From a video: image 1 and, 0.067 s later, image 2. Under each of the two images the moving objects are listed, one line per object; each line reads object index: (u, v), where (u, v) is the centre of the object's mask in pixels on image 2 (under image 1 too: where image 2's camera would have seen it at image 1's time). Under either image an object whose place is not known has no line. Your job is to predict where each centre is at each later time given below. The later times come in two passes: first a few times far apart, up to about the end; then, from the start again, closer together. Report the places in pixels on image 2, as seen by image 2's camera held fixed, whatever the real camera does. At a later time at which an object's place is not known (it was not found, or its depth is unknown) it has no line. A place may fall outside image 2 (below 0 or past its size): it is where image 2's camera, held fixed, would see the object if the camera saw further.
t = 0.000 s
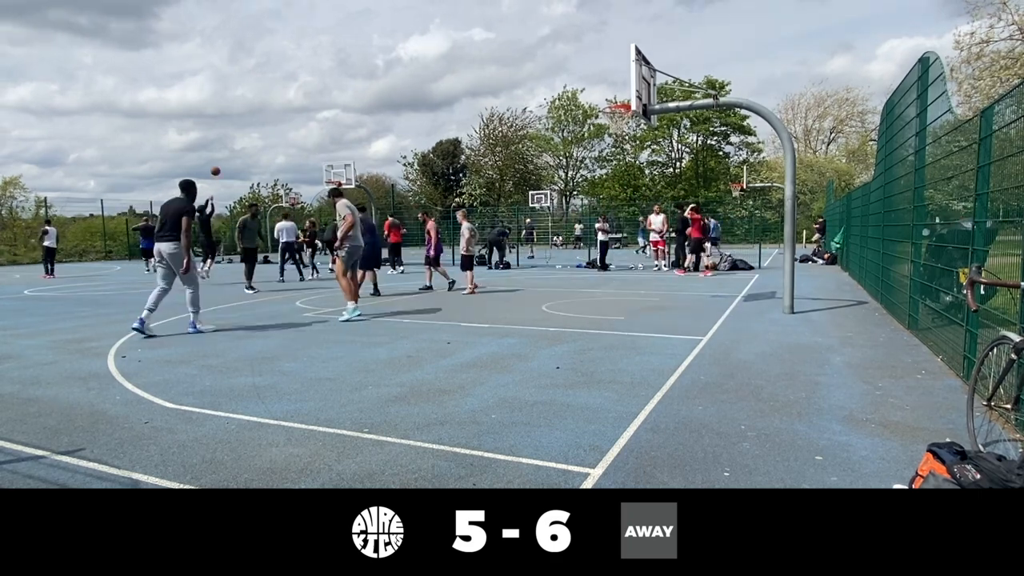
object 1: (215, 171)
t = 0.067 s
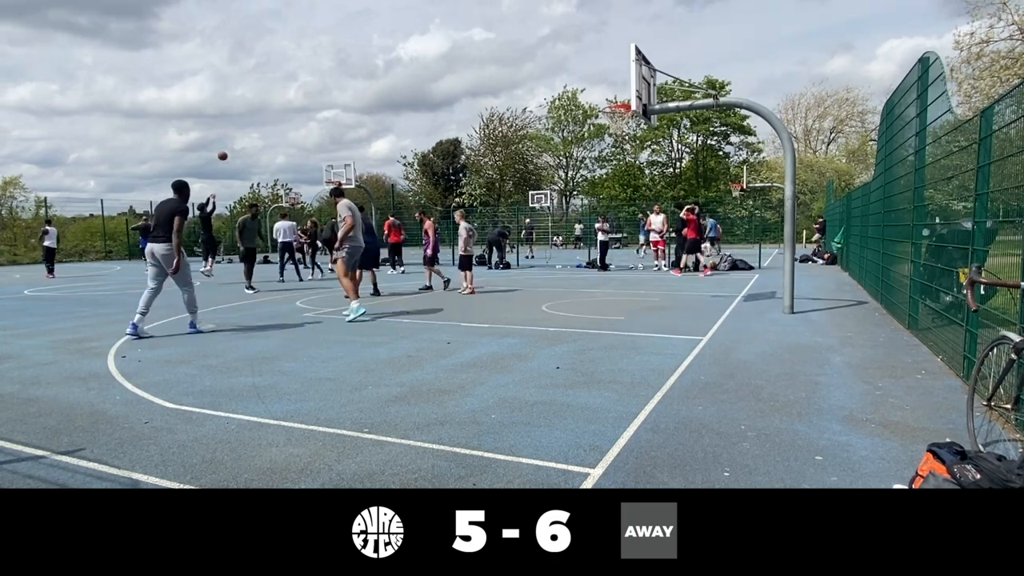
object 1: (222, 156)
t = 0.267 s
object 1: (243, 123)
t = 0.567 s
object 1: (271, 106)
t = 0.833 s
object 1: (294, 116)
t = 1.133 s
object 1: (317, 151)
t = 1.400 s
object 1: (333, 175)
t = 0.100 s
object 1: (225, 149)
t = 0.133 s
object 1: (229, 142)
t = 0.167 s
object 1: (232, 137)
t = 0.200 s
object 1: (236, 132)
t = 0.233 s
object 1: (239, 127)
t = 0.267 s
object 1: (243, 123)
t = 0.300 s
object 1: (246, 120)
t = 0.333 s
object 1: (249, 116)
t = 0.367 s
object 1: (253, 114)
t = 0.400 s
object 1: (256, 111)
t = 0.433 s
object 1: (259, 110)
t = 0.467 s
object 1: (262, 108)
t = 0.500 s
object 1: (265, 107)
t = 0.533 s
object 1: (268, 106)
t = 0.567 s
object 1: (271, 106)
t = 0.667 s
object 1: (280, 107)
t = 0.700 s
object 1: (282, 108)
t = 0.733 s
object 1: (286, 110)
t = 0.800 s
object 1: (291, 114)
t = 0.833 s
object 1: (294, 116)
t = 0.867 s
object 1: (296, 119)
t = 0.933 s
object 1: (302, 125)
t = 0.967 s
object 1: (304, 129)
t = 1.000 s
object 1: (307, 133)
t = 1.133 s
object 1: (317, 151)
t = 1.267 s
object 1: (327, 172)
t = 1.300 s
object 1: (329, 176)
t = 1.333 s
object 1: (331, 178)
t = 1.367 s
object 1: (332, 177)
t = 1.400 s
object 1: (333, 175)
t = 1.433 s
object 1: (334, 174)
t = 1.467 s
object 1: (335, 173)
